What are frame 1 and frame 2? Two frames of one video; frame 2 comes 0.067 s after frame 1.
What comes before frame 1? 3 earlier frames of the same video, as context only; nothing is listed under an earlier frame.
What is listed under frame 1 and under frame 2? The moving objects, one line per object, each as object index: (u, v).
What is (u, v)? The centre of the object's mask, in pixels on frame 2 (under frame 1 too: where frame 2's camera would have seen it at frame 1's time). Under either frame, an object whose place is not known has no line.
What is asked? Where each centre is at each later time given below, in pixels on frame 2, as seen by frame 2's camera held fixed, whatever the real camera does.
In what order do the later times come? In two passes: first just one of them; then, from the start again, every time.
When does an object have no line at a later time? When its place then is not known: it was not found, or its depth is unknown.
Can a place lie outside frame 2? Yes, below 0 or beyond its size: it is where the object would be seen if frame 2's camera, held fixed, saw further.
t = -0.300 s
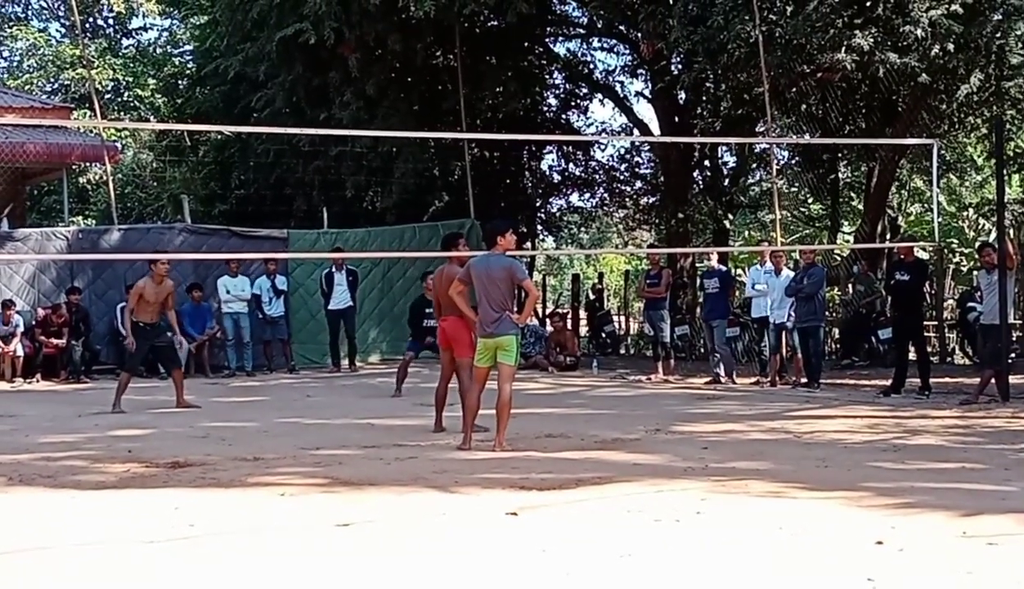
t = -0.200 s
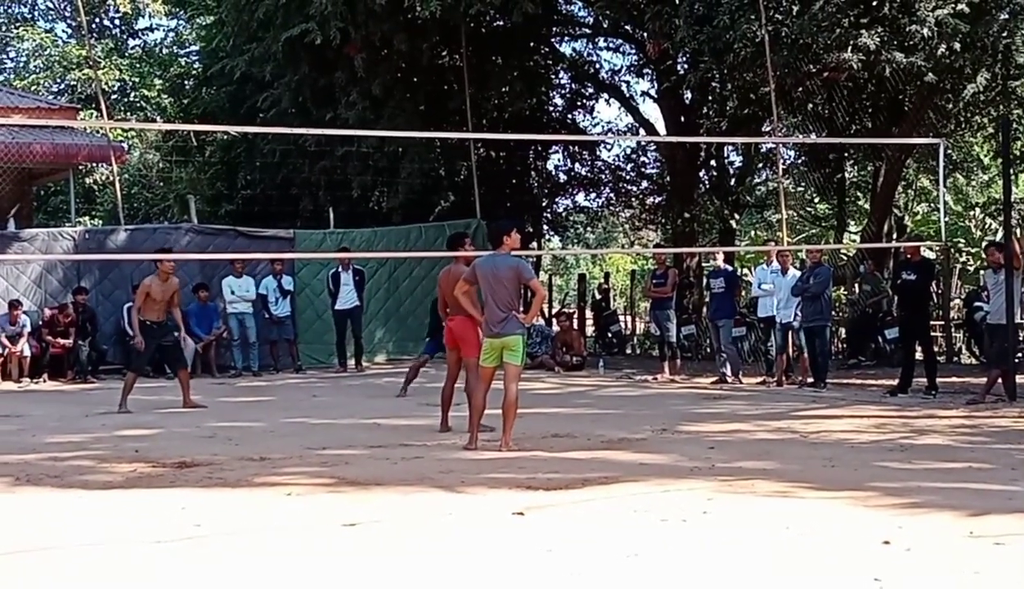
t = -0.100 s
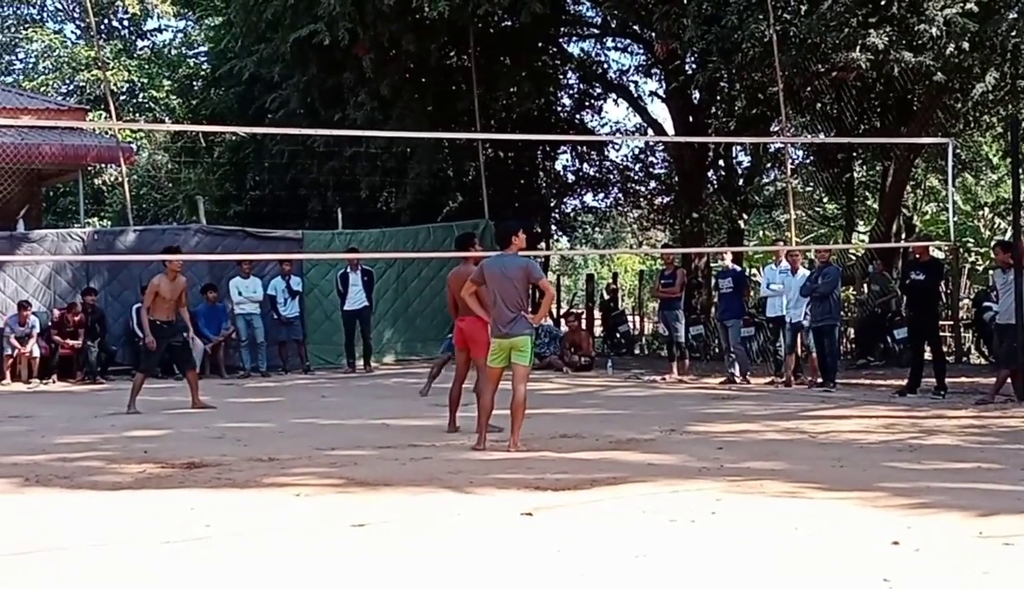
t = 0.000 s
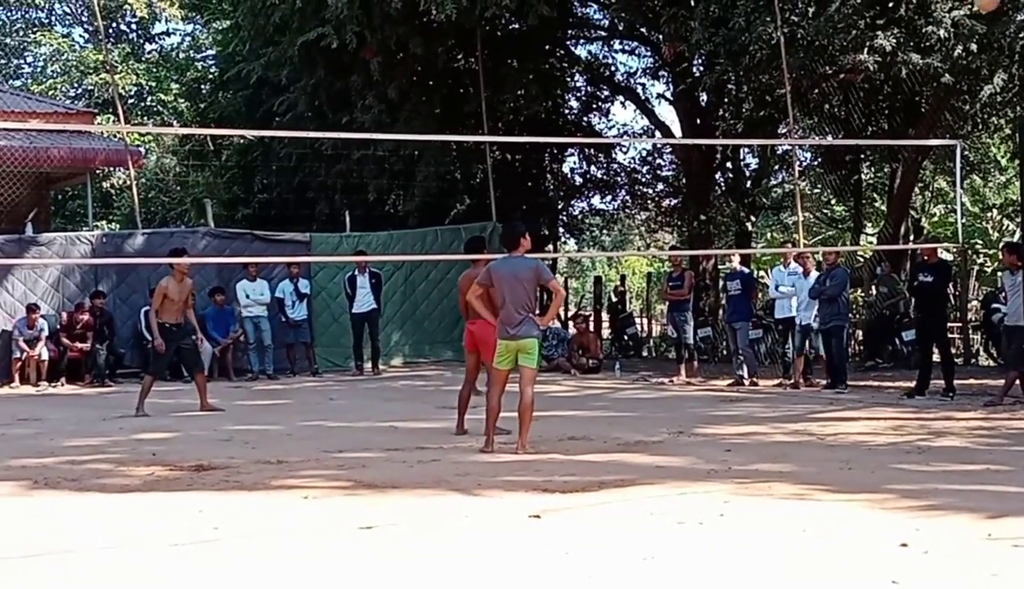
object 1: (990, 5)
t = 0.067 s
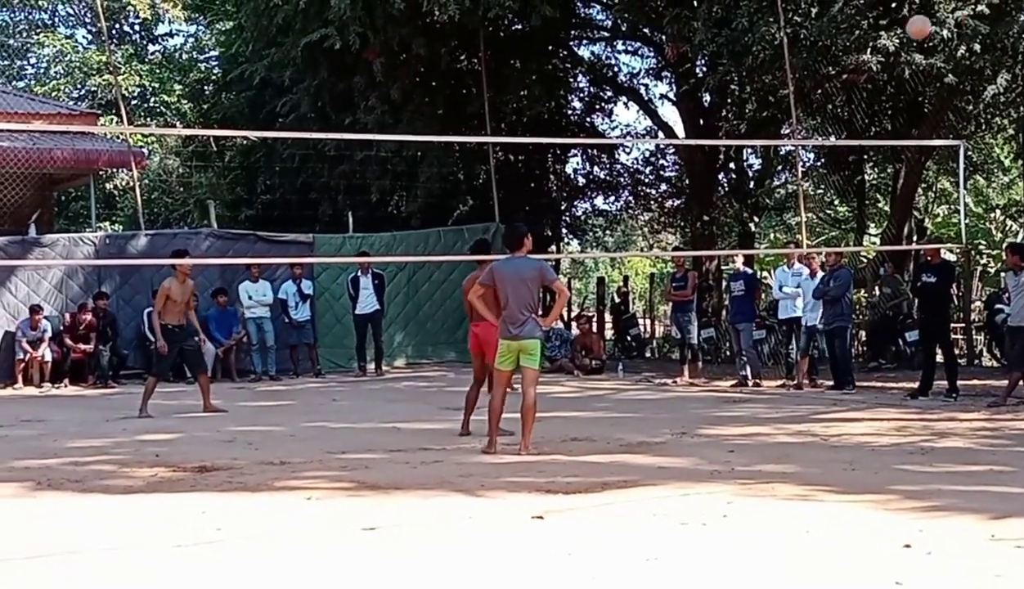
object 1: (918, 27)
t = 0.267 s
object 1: (747, 122)
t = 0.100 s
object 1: (886, 42)
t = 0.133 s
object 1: (855, 58)
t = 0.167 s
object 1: (825, 74)
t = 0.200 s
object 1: (798, 90)
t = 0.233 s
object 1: (771, 106)
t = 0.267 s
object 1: (747, 122)
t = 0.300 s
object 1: (724, 135)
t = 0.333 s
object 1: (701, 156)
